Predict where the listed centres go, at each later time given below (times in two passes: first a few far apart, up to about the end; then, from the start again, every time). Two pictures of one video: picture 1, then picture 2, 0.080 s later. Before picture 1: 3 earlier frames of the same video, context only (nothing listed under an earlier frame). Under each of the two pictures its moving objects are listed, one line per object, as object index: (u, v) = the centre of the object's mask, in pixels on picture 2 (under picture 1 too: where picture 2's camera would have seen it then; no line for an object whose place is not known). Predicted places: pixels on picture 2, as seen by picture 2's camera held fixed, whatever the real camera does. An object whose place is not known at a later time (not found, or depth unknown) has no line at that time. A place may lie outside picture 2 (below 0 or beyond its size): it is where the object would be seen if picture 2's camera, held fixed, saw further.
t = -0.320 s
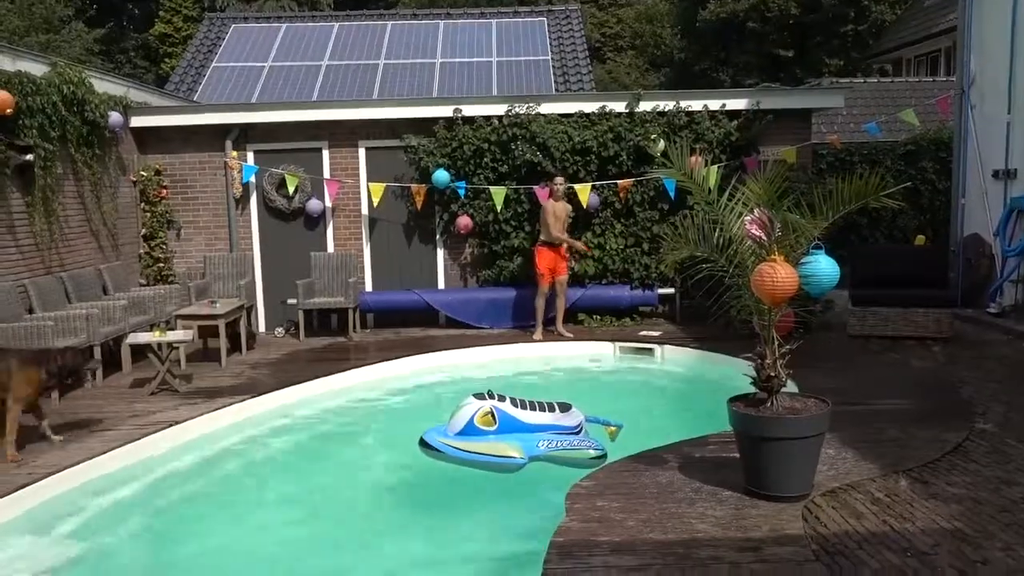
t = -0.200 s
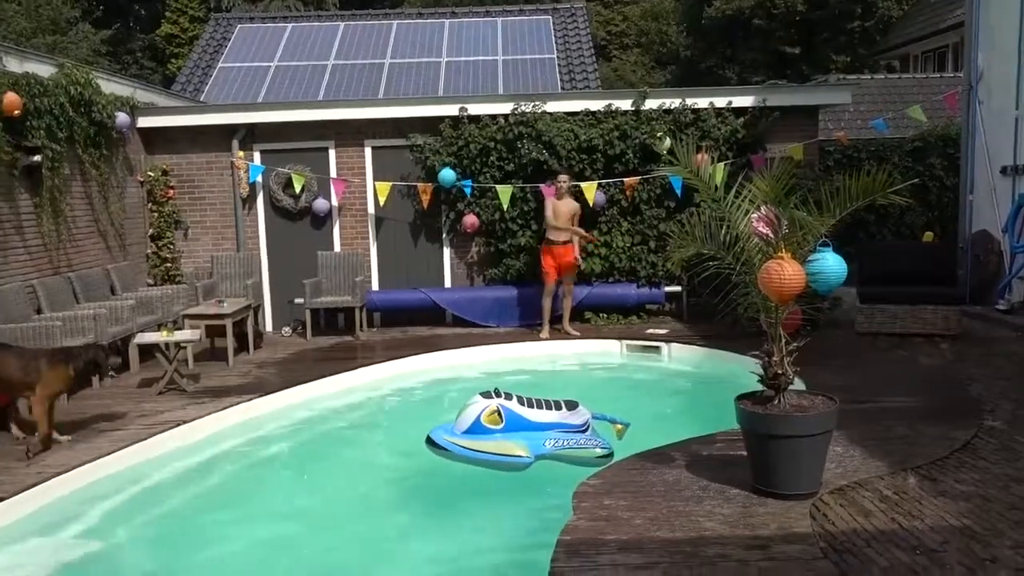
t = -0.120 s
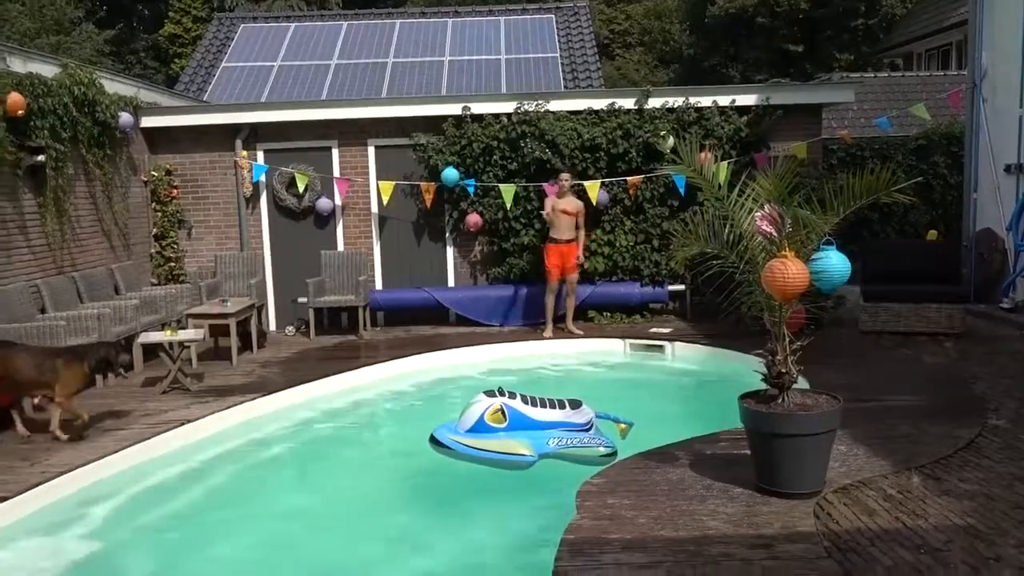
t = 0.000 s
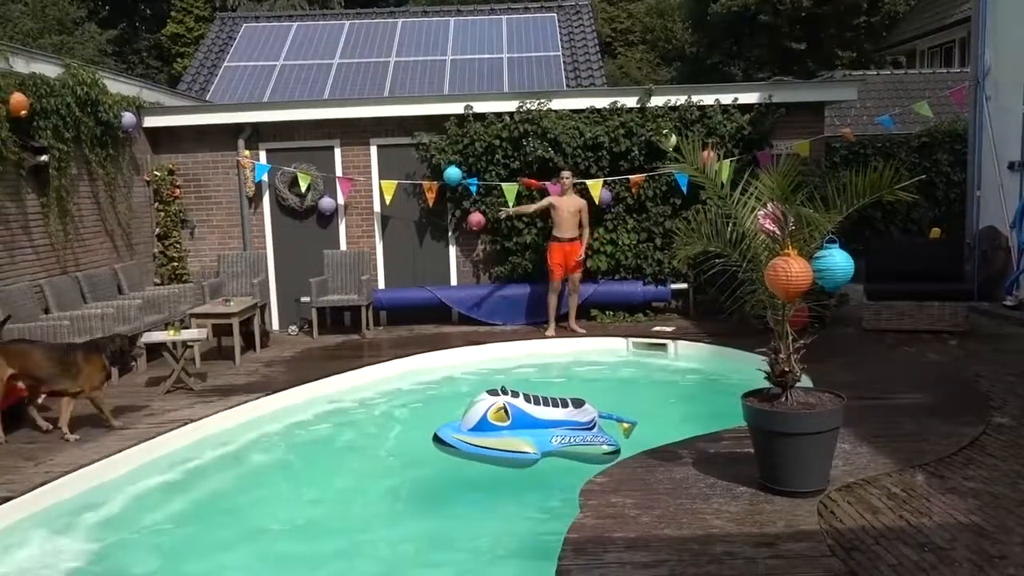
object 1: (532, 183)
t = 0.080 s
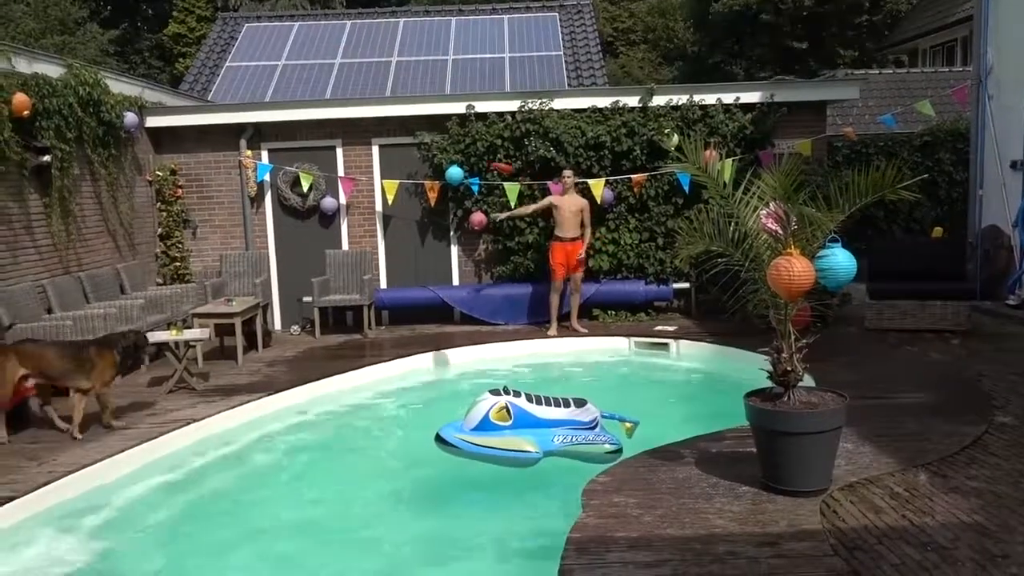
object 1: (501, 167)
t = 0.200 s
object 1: (451, 148)
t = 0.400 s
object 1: (352, 124)
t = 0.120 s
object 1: (488, 160)
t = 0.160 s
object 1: (470, 155)
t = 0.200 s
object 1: (451, 148)
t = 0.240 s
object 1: (433, 143)
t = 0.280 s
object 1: (415, 138)
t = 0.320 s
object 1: (401, 135)
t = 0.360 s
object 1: (373, 128)
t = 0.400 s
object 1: (352, 124)
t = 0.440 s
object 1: (329, 120)
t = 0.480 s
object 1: (312, 119)
